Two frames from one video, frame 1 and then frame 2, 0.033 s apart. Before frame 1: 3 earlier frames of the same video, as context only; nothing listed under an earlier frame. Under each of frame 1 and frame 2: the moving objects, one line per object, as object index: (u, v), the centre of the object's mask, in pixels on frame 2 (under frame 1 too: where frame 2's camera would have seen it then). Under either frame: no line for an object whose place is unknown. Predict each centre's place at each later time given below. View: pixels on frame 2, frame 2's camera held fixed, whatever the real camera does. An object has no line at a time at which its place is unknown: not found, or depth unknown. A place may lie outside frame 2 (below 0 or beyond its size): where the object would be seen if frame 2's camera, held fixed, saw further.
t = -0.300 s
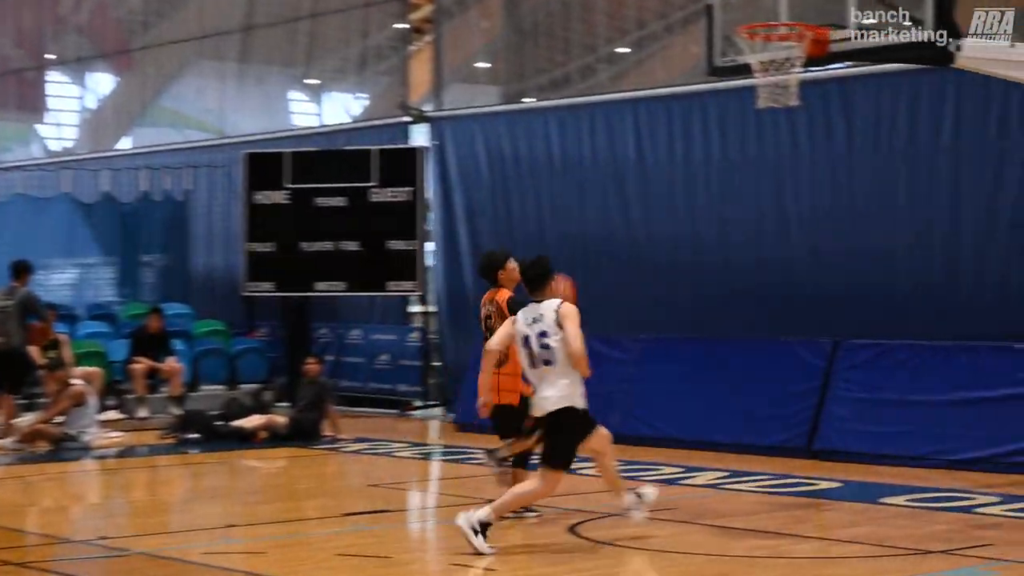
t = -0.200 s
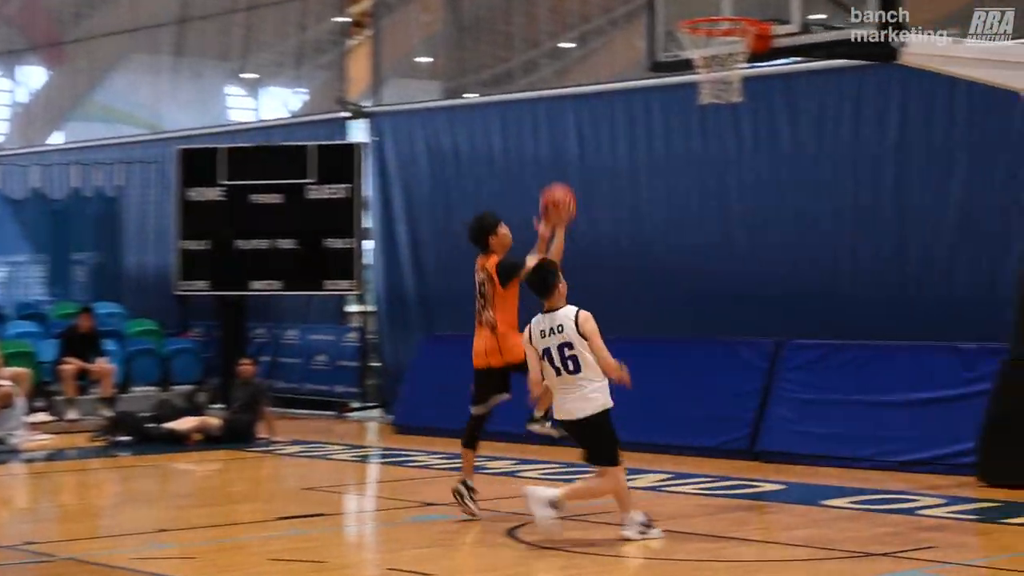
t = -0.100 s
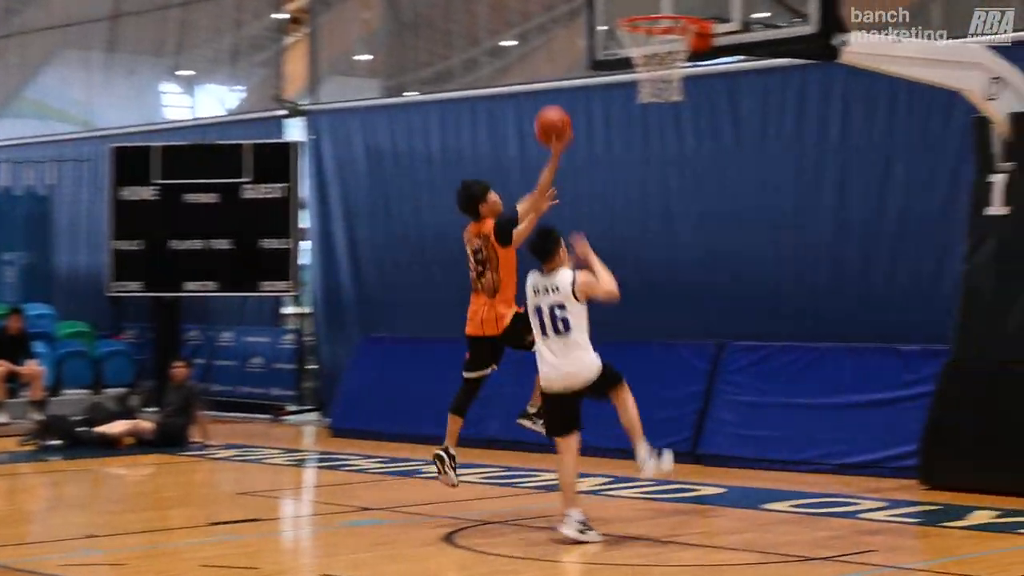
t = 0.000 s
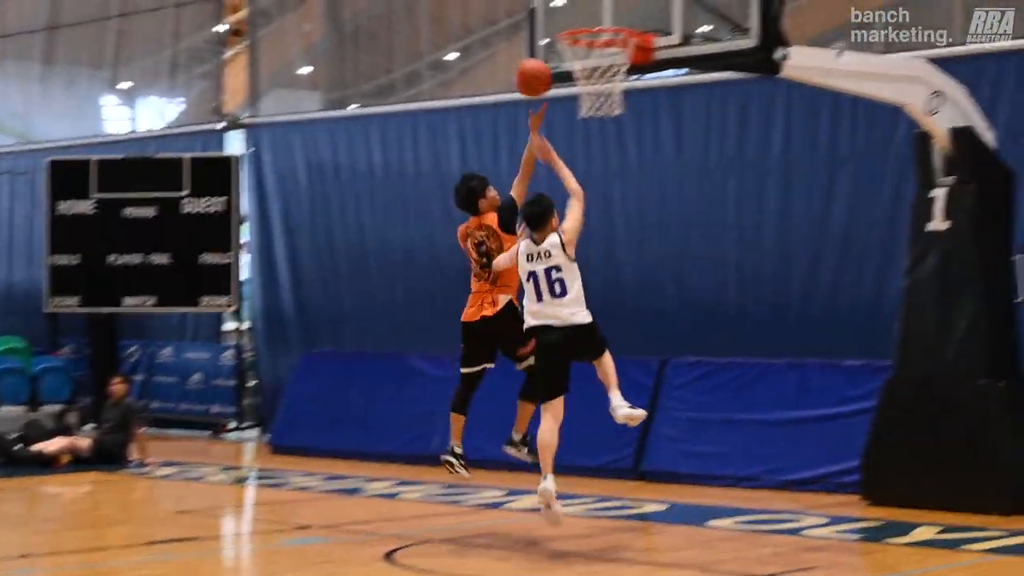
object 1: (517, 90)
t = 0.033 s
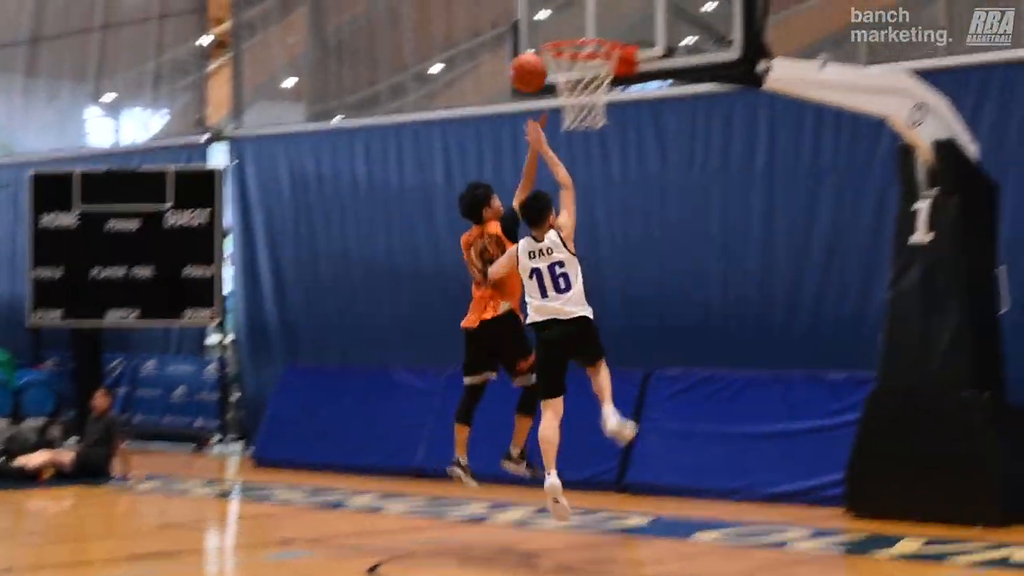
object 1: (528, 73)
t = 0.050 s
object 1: (532, 65)
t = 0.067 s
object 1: (538, 54)
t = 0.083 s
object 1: (544, 46)
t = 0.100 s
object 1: (550, 39)
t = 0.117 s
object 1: (556, 34)
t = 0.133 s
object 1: (558, 29)
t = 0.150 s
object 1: (556, 25)
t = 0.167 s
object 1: (554, 21)
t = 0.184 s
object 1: (554, 18)
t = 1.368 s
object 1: (554, 176)
